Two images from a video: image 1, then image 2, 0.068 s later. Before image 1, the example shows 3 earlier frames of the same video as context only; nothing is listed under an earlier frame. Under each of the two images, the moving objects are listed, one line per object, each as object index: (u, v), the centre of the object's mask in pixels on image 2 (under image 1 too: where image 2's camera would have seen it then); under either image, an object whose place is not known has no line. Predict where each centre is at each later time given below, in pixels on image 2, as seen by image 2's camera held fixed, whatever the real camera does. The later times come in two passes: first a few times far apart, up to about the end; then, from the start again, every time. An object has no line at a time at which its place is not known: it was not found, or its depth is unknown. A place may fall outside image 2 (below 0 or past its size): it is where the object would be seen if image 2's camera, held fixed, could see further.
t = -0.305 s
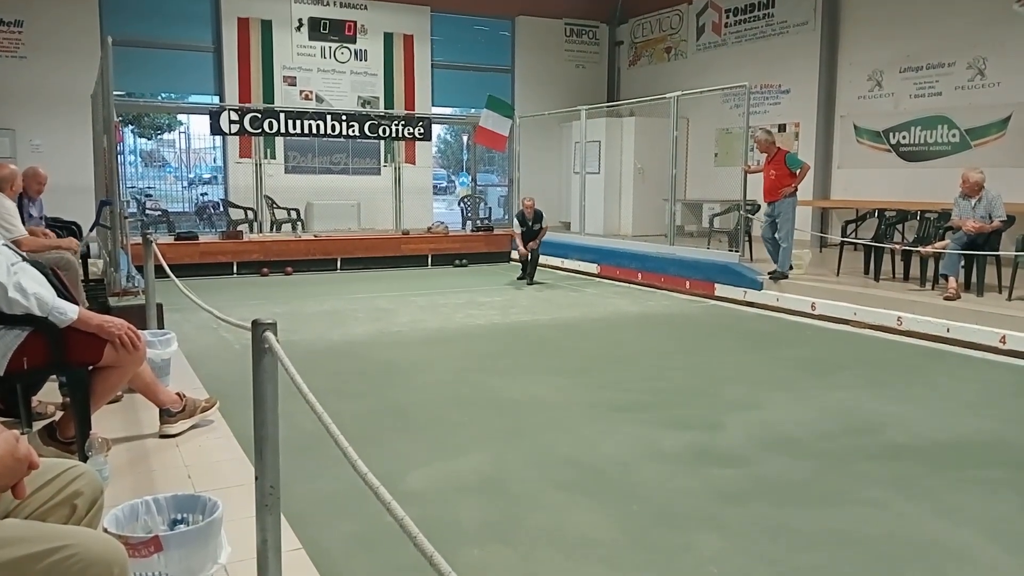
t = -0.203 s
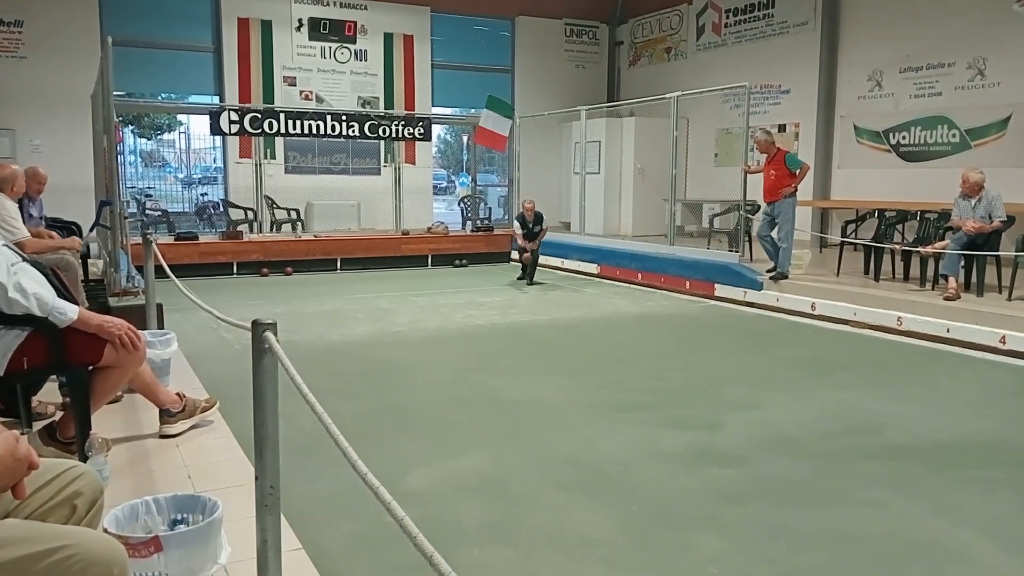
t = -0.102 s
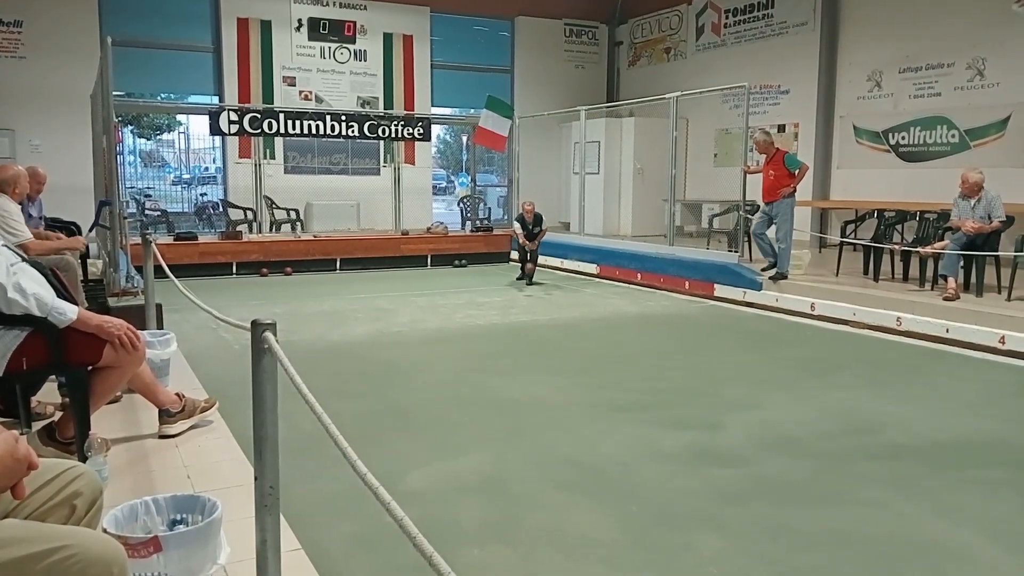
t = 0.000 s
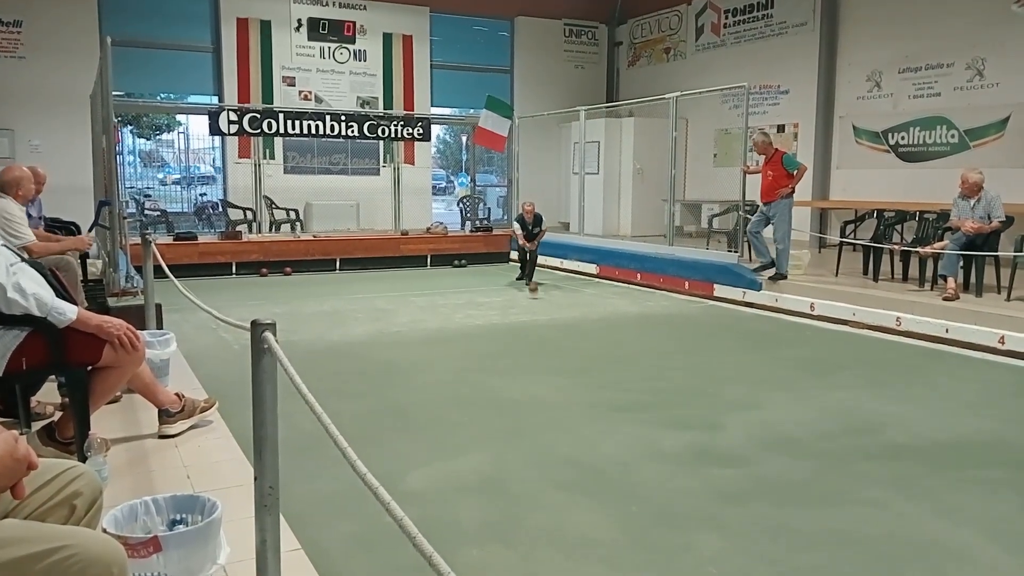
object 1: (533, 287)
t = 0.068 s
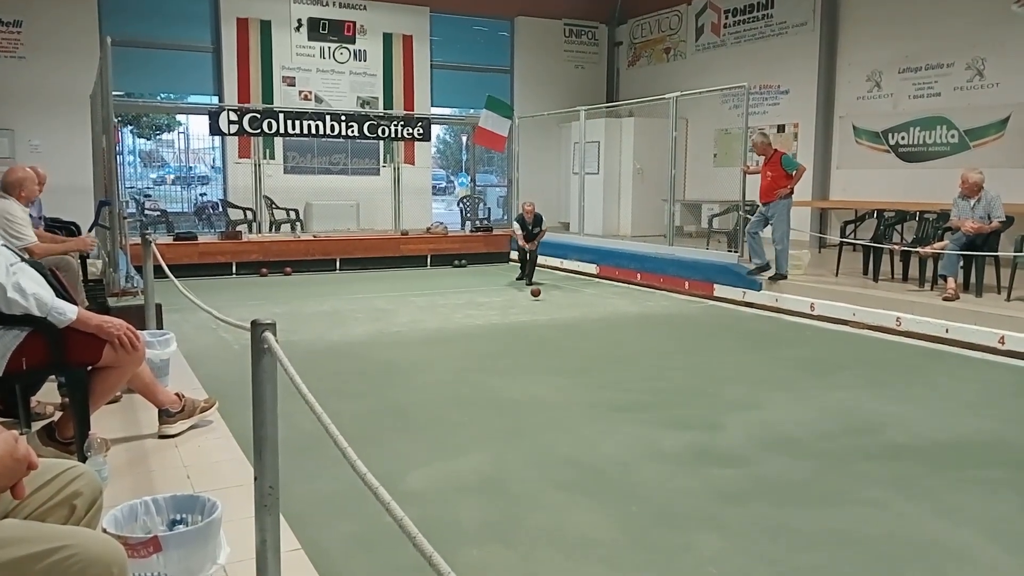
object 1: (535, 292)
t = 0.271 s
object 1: (543, 299)
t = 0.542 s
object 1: (552, 308)
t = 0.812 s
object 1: (566, 316)
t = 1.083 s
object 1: (579, 325)
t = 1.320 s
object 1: (591, 337)
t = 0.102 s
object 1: (537, 292)
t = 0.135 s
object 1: (538, 292)
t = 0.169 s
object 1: (539, 294)
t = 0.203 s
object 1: (540, 296)
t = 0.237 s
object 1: (541, 299)
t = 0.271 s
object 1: (543, 299)
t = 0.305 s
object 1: (544, 301)
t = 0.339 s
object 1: (545, 302)
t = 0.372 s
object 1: (546, 303)
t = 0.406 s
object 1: (547, 304)
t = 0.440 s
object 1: (549, 304)
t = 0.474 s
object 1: (550, 305)
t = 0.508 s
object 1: (550, 306)
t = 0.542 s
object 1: (552, 308)
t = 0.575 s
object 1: (553, 308)
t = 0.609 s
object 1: (555, 309)
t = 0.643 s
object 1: (557, 310)
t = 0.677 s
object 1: (559, 312)
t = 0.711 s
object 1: (561, 313)
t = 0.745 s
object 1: (563, 314)
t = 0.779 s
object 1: (565, 315)
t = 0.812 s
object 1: (566, 316)
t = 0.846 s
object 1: (568, 317)
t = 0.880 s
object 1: (569, 318)
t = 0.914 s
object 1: (570, 320)
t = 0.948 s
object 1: (572, 321)
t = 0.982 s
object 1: (574, 322)
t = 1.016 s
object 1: (576, 323)
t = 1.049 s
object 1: (577, 324)
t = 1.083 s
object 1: (579, 325)
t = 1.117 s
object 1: (581, 327)
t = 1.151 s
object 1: (584, 329)
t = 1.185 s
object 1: (586, 331)
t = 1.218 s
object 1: (587, 332)
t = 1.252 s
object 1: (589, 334)
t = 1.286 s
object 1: (591, 335)
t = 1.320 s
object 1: (591, 337)
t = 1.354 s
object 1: (593, 338)
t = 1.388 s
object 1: (594, 340)
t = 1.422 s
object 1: (595, 341)
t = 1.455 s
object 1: (597, 343)
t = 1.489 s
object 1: (599, 344)
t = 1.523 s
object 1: (600, 346)
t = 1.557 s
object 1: (602, 348)
